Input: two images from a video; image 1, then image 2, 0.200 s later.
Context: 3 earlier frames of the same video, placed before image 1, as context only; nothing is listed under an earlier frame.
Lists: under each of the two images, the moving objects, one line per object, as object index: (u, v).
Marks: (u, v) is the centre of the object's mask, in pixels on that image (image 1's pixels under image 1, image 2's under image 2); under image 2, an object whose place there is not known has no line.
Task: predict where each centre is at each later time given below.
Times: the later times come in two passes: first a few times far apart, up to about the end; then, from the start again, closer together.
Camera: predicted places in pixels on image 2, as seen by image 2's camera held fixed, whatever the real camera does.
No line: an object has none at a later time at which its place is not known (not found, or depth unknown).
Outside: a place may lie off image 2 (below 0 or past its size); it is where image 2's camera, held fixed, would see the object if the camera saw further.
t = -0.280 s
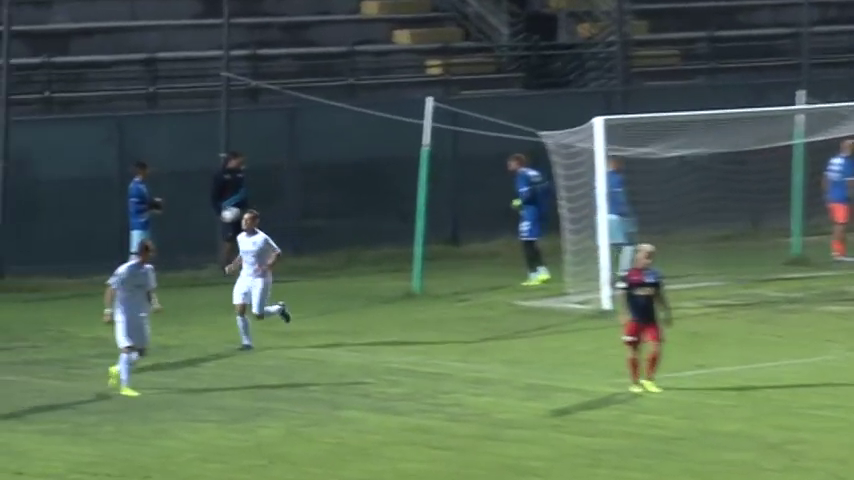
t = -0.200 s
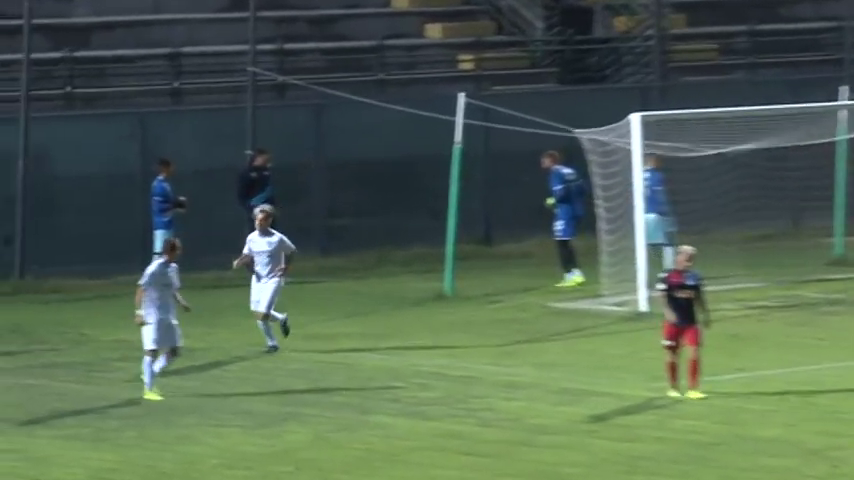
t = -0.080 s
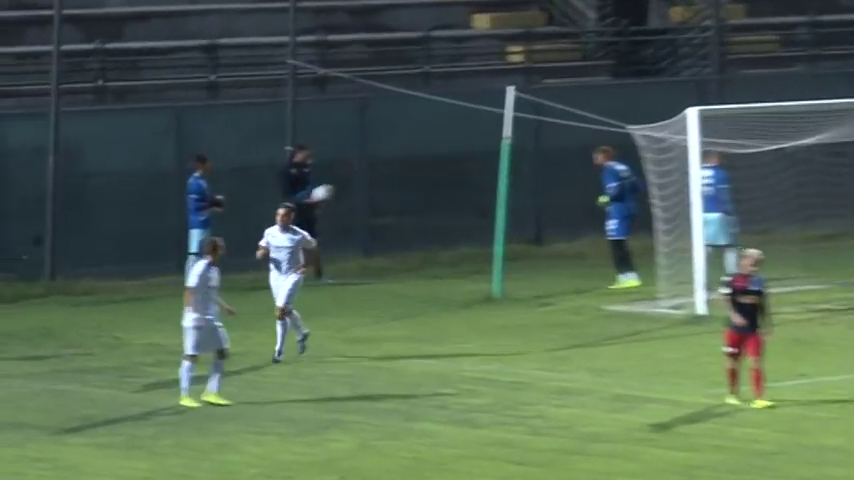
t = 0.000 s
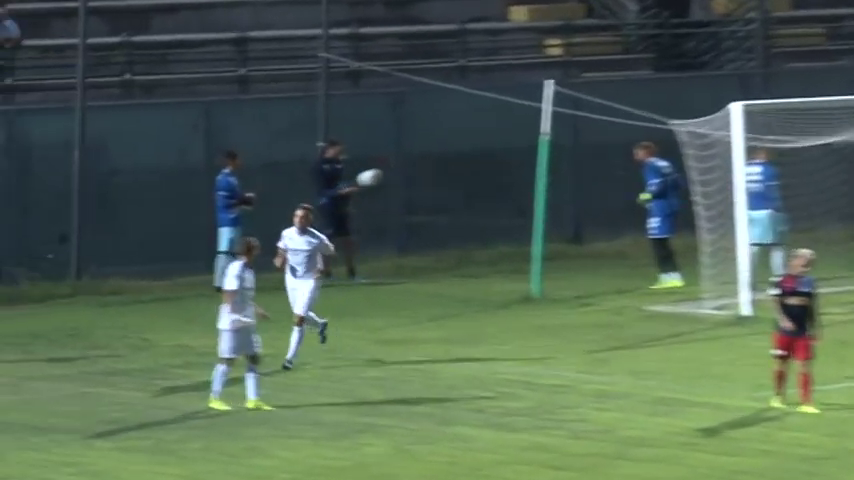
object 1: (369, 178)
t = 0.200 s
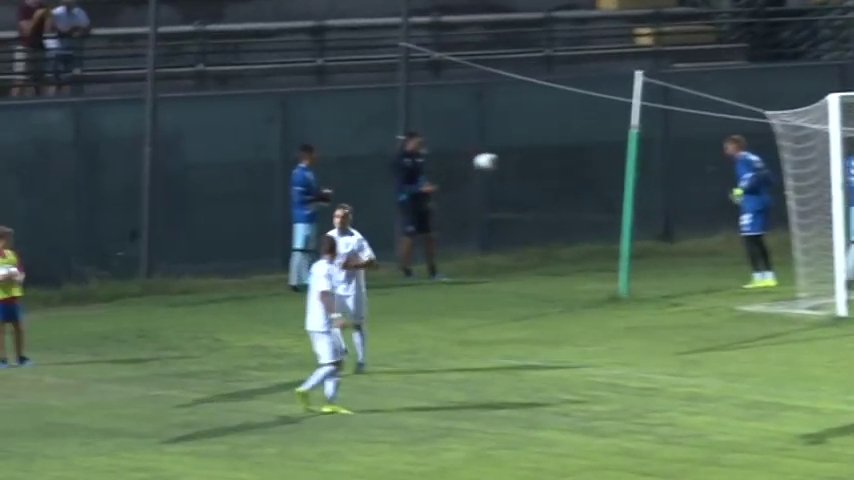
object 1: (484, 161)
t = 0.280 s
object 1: (501, 167)
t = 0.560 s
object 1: (549, 225)
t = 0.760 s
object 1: (577, 267)
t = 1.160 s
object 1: (617, 225)
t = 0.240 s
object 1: (493, 163)
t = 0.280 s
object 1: (501, 167)
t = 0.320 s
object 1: (508, 171)
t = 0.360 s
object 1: (515, 177)
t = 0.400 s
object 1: (522, 184)
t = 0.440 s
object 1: (529, 192)
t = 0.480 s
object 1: (536, 202)
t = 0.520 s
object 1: (542, 213)
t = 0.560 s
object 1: (549, 225)
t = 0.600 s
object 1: (555, 238)
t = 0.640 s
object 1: (561, 252)
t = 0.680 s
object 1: (568, 267)
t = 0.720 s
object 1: (574, 278)
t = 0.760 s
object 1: (577, 267)
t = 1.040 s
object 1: (606, 226)
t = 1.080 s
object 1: (611, 224)
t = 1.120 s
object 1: (614, 225)
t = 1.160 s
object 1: (617, 225)
